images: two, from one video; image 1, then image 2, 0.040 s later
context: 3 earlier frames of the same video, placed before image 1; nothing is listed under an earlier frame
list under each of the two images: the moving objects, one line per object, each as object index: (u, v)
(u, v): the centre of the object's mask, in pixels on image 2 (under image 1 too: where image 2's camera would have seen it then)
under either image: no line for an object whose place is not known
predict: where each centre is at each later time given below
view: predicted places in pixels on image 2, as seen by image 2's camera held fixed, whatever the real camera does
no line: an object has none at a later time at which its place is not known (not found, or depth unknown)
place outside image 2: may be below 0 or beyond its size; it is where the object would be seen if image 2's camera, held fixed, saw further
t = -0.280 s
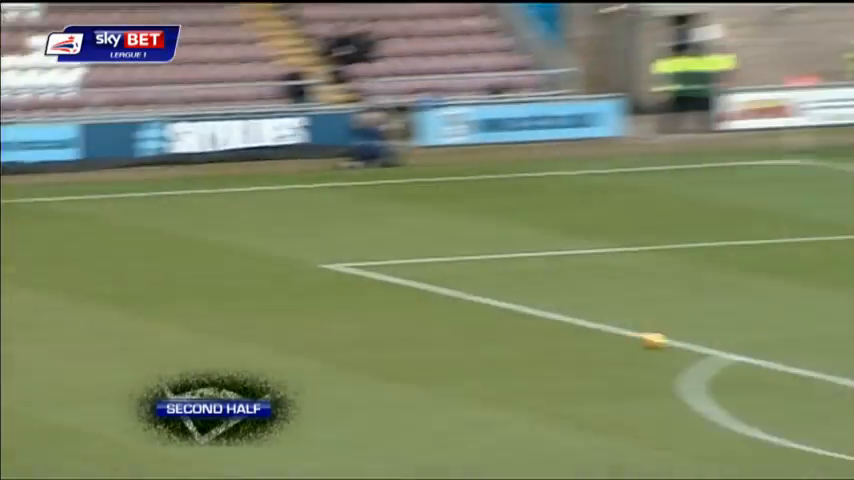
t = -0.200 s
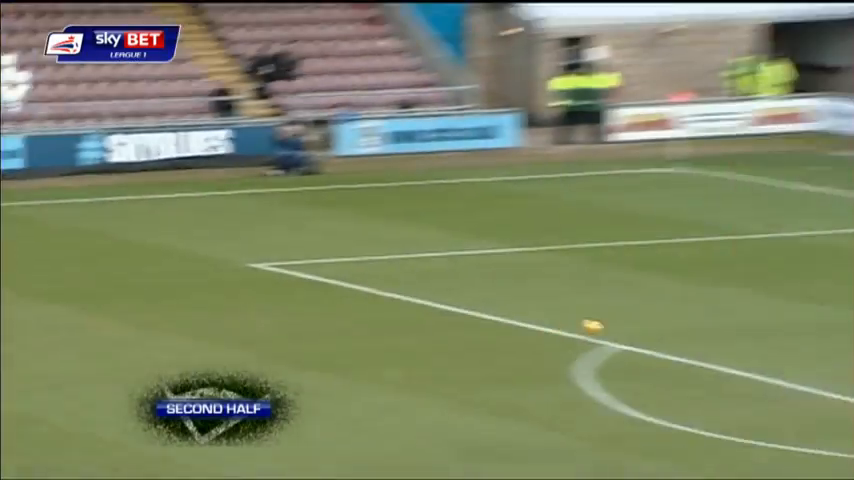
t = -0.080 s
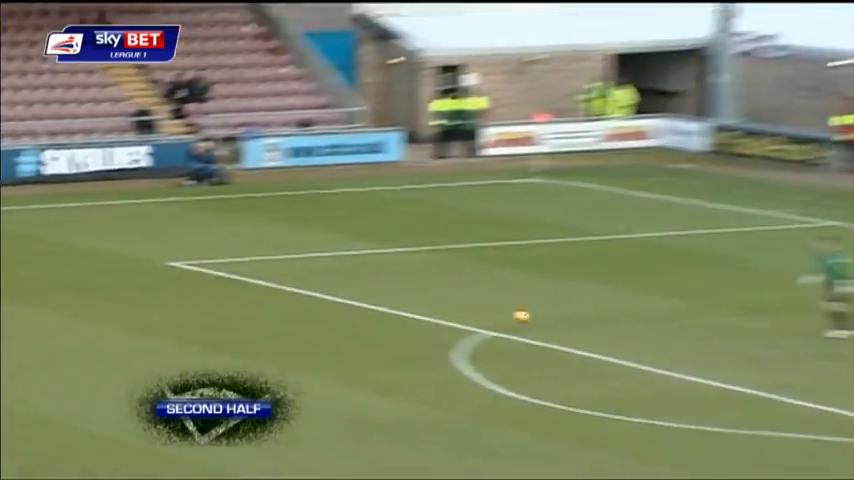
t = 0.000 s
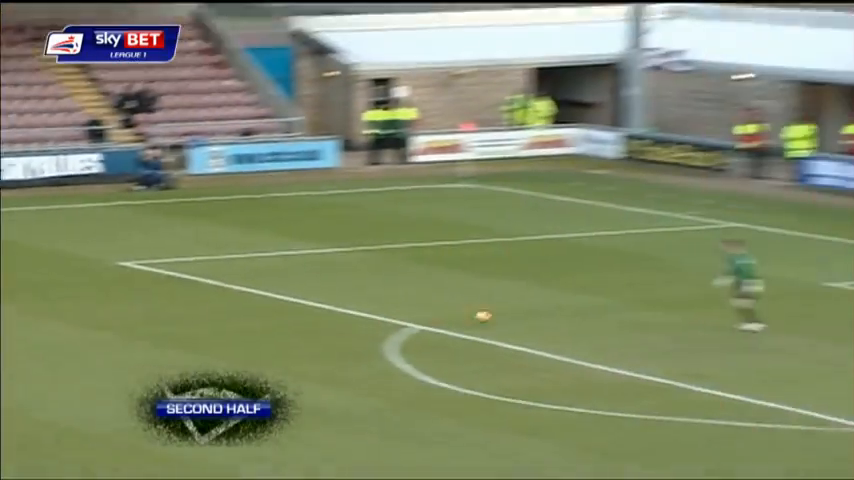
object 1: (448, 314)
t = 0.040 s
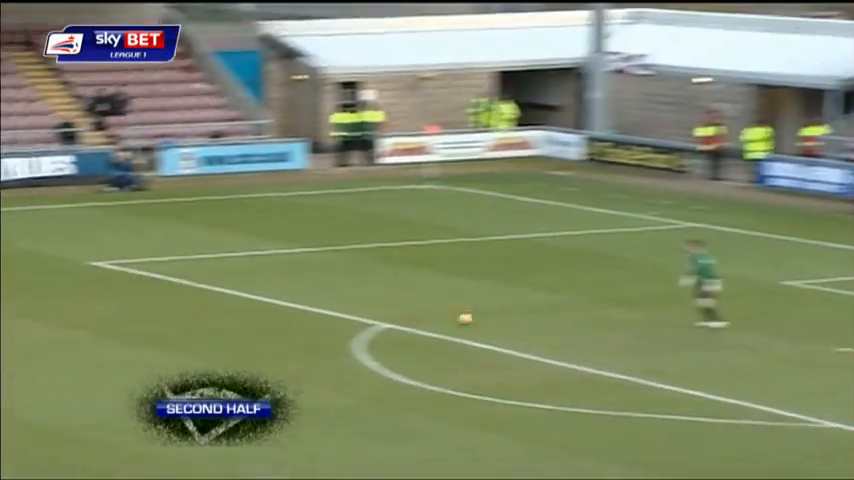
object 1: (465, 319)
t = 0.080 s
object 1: (481, 316)
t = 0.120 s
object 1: (497, 313)
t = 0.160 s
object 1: (513, 312)
